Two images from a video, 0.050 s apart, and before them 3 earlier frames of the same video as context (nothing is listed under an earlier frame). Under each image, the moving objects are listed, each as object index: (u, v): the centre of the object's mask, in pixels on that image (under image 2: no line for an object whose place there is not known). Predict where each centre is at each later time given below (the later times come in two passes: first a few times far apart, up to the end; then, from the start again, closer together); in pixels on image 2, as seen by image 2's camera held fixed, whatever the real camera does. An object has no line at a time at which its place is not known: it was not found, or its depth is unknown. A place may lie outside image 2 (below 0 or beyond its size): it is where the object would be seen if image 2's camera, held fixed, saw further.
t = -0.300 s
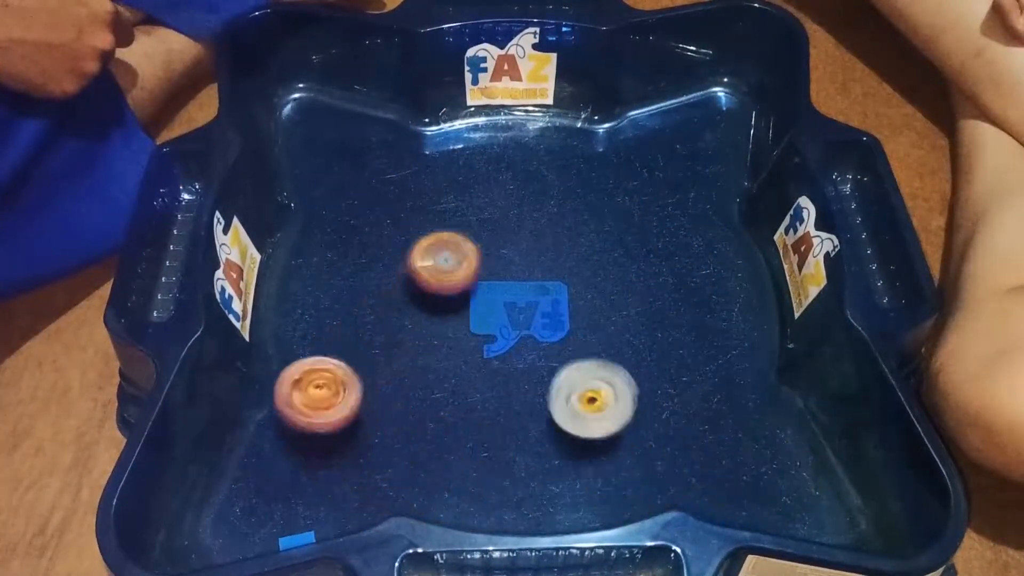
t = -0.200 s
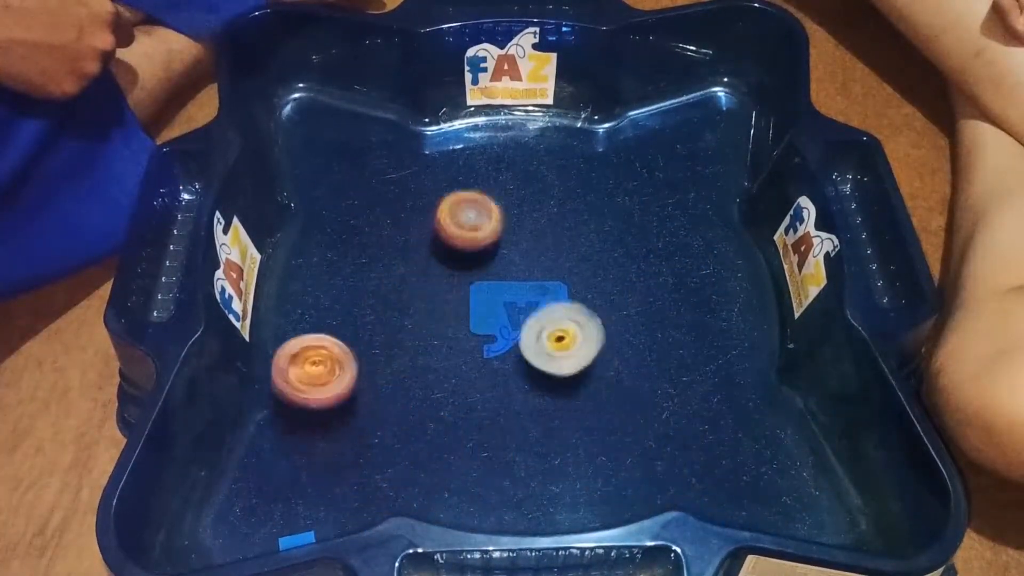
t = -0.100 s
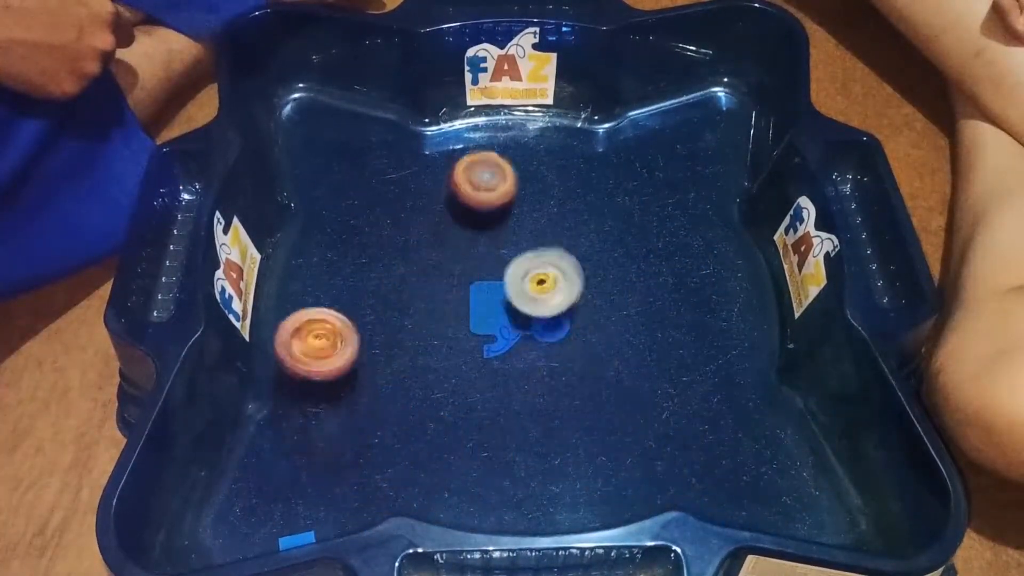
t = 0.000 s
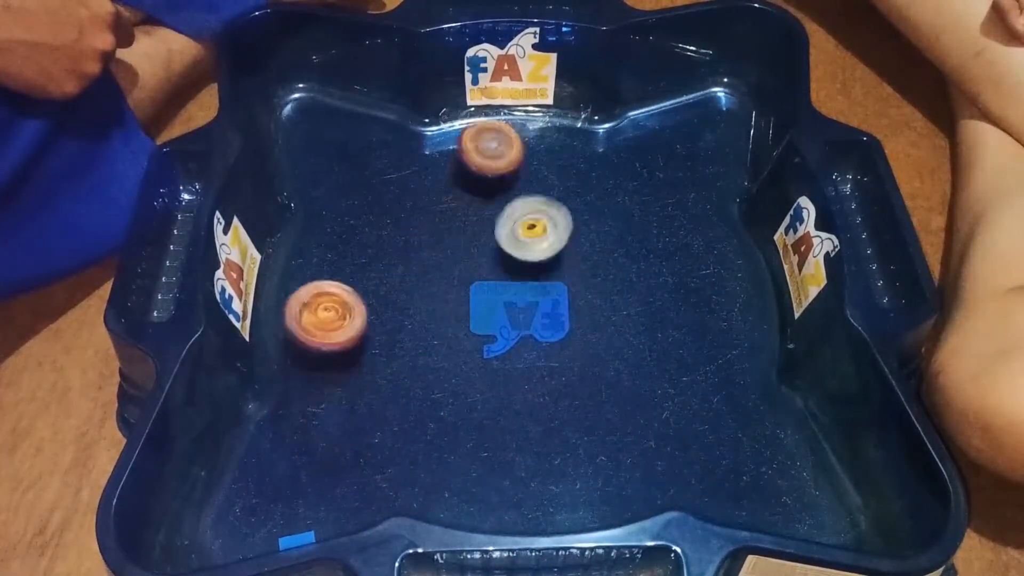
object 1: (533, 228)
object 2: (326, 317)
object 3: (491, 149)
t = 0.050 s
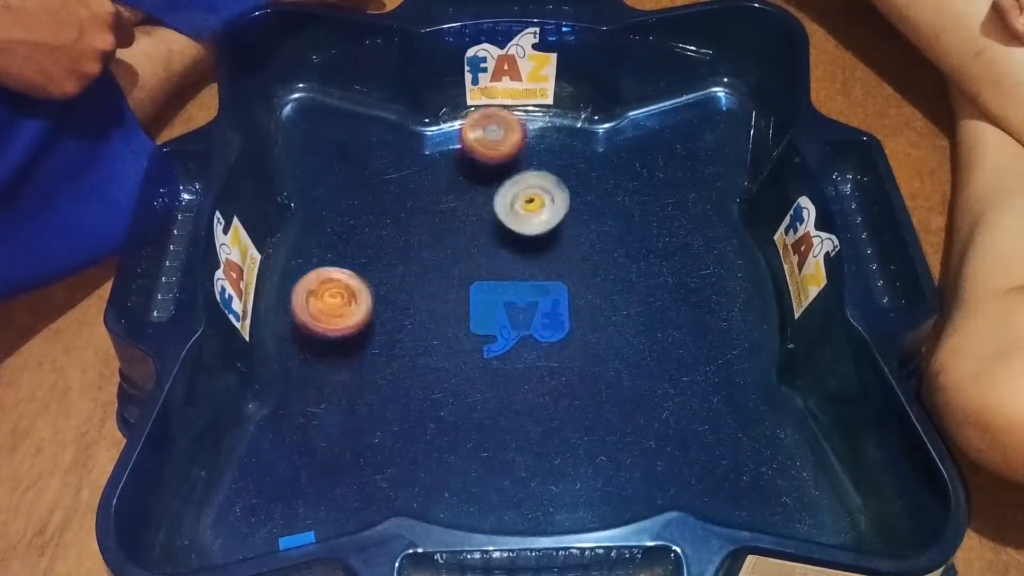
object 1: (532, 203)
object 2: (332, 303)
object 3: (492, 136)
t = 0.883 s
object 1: (546, 315)
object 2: (762, 405)
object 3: (636, 199)
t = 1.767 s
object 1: (506, 229)
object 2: (390, 212)
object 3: (645, 118)
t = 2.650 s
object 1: (447, 345)
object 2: (421, 251)
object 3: (651, 287)
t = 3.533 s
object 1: (530, 171)
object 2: (426, 252)
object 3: (640, 356)
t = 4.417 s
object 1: (463, 133)
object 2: (428, 244)
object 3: (593, 370)
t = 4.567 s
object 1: (473, 147)
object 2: (430, 237)
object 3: (587, 360)
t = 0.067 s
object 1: (531, 195)
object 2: (334, 299)
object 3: (493, 133)
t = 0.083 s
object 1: (531, 187)
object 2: (337, 294)
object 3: (493, 129)
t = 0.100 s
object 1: (532, 179)
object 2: (338, 289)
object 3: (493, 125)
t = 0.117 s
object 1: (532, 171)
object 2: (341, 286)
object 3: (493, 121)
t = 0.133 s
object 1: (533, 164)
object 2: (344, 280)
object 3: (492, 119)
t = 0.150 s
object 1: (537, 158)
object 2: (345, 276)
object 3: (491, 115)
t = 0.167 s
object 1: (543, 157)
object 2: (348, 274)
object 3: (485, 111)
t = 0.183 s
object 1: (550, 155)
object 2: (352, 268)
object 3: (480, 116)
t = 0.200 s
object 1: (557, 152)
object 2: (353, 264)
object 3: (472, 124)
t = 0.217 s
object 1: (563, 151)
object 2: (357, 261)
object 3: (466, 129)
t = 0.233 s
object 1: (570, 149)
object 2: (361, 255)
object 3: (460, 135)
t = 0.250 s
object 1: (577, 148)
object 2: (362, 252)
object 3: (455, 142)
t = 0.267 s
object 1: (584, 147)
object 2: (366, 247)
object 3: (450, 149)
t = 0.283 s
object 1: (592, 147)
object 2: (369, 242)
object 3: (446, 155)
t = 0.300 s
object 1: (598, 147)
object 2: (371, 239)
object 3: (441, 162)
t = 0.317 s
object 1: (605, 148)
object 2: (376, 236)
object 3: (436, 168)
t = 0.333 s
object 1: (612, 149)
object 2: (380, 231)
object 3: (433, 175)
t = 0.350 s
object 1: (618, 152)
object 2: (380, 230)
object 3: (433, 182)
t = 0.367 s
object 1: (624, 154)
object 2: (351, 240)
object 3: (458, 176)
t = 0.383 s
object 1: (630, 157)
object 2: (321, 250)
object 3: (486, 171)
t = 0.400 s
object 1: (635, 161)
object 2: (294, 260)
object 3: (513, 159)
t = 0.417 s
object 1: (642, 164)
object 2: (281, 277)
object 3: (542, 150)
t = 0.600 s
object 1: (660, 230)
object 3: (732, 72)
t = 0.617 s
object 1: (657, 237)
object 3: (725, 73)
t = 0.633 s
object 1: (653, 243)
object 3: (722, 80)
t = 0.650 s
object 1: (650, 250)
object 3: (713, 89)
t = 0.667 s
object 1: (644, 257)
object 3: (707, 101)
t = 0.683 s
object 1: (641, 263)
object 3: (703, 106)
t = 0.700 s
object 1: (635, 268)
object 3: (696, 112)
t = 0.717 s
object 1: (629, 274)
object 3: (691, 122)
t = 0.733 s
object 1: (623, 280)
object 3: (685, 129)
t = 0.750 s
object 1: (615, 286)
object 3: (679, 137)
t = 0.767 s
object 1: (608, 291)
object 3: (675, 145)
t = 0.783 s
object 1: (601, 296)
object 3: (668, 152)
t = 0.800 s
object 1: (592, 299)
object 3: (664, 161)
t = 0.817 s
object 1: (584, 303)
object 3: (657, 167)
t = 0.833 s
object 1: (575, 307)
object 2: (794, 410)
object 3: (650, 175)
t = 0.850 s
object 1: (565, 309)
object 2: (789, 404)
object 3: (647, 183)
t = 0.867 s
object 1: (556, 313)
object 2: (775, 406)
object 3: (639, 191)
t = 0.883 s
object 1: (546, 315)
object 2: (762, 405)
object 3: (636, 199)
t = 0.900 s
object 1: (537, 317)
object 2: (748, 406)
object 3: (629, 207)
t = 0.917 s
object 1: (526, 319)
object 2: (738, 404)
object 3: (625, 215)
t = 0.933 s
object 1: (516, 320)
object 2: (723, 404)
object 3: (622, 221)
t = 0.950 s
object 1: (506, 321)
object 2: (712, 405)
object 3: (616, 230)
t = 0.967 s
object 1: (495, 321)
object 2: (701, 402)
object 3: (614, 238)
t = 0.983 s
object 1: (486, 320)
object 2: (687, 402)
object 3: (608, 245)
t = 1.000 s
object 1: (475, 320)
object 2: (678, 401)
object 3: (605, 252)
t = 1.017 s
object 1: (465, 319)
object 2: (668, 399)
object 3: (602, 259)
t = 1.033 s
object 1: (456, 316)
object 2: (659, 399)
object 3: (599, 266)
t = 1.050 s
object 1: (447, 315)
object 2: (647, 396)
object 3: (598, 274)
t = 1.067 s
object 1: (438, 312)
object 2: (639, 395)
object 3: (594, 281)
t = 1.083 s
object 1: (430, 309)
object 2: (632, 393)
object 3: (592, 289)
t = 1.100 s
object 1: (421, 306)
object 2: (620, 393)
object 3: (591, 296)
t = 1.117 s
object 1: (415, 302)
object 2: (614, 391)
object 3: (590, 304)
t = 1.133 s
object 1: (408, 299)
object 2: (607, 389)
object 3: (591, 310)
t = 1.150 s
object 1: (402, 294)
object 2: (599, 388)
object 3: (589, 318)
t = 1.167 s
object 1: (397, 290)
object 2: (579, 402)
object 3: (594, 317)
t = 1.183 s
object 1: (391, 285)
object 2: (552, 426)
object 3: (611, 300)
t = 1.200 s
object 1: (388, 280)
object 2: (525, 448)
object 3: (622, 291)
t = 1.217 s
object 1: (383, 275)
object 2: (492, 473)
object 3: (635, 279)
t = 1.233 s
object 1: (380, 269)
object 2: (463, 490)
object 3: (648, 263)
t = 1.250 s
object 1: (377, 264)
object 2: (445, 496)
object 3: (661, 250)
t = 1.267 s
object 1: (374, 257)
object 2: (430, 492)
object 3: (669, 240)
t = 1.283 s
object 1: (373, 251)
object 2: (415, 485)
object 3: (678, 227)
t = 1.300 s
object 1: (370, 245)
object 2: (402, 473)
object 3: (691, 218)
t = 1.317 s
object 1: (370, 239)
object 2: (392, 464)
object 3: (699, 208)
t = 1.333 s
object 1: (368, 233)
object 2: (381, 454)
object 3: (705, 200)
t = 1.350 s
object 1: (369, 228)
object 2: (370, 442)
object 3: (712, 193)
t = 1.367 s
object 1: (370, 223)
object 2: (363, 427)
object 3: (718, 185)
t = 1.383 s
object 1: (371, 217)
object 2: (359, 407)
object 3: (722, 178)
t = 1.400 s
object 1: (375, 213)
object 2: (355, 389)
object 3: (722, 173)
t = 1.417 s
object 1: (377, 210)
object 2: (353, 375)
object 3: (721, 165)
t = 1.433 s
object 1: (382, 207)
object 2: (349, 364)
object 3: (720, 159)
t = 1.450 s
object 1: (387, 204)
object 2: (345, 355)
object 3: (717, 150)
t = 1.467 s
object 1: (392, 202)
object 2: (341, 347)
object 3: (714, 145)
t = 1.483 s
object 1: (399, 200)
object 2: (340, 335)
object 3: (713, 142)
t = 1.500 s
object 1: (404, 198)
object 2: (339, 322)
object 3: (709, 137)
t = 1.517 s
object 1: (410, 197)
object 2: (337, 312)
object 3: (705, 132)
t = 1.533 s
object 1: (416, 197)
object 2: (335, 303)
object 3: (702, 130)
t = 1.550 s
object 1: (422, 197)
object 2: (335, 291)
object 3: (699, 129)
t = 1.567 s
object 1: (429, 197)
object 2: (337, 278)
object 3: (694, 124)
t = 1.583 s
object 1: (435, 197)
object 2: (339, 268)
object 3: (691, 124)
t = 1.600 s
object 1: (443, 198)
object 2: (343, 257)
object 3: (687, 125)
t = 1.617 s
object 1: (449, 200)
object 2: (347, 248)
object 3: (683, 121)
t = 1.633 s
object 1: (457, 201)
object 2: (351, 241)
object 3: (678, 119)
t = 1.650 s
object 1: (464, 204)
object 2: (356, 235)
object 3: (672, 121)
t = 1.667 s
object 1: (471, 206)
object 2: (361, 231)
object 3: (671, 118)
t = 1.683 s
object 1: (477, 209)
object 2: (368, 228)
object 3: (666, 117)
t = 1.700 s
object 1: (483, 212)
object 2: (372, 223)
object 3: (660, 117)
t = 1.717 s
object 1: (490, 215)
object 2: (376, 220)
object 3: (658, 116)
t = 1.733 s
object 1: (494, 220)
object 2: (381, 216)
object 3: (653, 118)
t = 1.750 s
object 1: (501, 224)
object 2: (385, 214)
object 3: (647, 117)
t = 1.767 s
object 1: (506, 229)
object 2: (390, 212)
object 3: (645, 118)
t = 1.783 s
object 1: (511, 233)
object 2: (395, 211)
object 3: (641, 119)
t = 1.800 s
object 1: (517, 239)
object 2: (399, 210)
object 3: (636, 118)
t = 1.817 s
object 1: (521, 243)
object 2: (404, 209)
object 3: (633, 121)
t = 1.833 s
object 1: (526, 248)
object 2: (409, 209)
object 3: (629, 121)
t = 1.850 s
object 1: (529, 254)
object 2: (414, 208)
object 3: (624, 122)
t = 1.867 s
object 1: (534, 259)
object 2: (419, 207)
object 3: (621, 124)
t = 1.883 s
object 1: (537, 265)
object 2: (425, 206)
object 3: (618, 127)
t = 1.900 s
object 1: (540, 271)
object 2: (431, 207)
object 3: (616, 127)
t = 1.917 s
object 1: (543, 278)
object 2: (436, 208)
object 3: (612, 130)
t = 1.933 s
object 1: (544, 284)
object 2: (441, 209)
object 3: (609, 133)
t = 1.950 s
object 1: (546, 290)
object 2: (447, 210)
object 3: (608, 135)
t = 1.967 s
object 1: (547, 296)
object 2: (452, 213)
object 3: (605, 137)
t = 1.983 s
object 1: (550, 303)
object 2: (456, 214)
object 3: (601, 142)
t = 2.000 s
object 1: (550, 309)
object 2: (461, 215)
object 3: (600, 144)
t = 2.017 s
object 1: (551, 316)
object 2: (467, 215)
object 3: (596, 149)
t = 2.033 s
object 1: (551, 324)
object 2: (473, 215)
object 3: (591, 153)
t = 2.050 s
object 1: (551, 329)
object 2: (479, 216)
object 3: (590, 157)
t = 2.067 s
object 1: (551, 335)
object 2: (484, 218)
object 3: (587, 161)
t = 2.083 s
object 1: (549, 341)
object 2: (490, 218)
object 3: (582, 165)
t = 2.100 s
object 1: (548, 348)
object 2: (495, 219)
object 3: (580, 169)
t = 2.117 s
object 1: (546, 353)
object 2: (500, 220)
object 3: (578, 174)
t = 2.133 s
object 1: (544, 359)
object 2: (505, 221)
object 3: (573, 178)
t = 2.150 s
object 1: (540, 365)
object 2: (510, 220)
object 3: (570, 183)
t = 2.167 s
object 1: (538, 370)
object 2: (511, 220)
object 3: (572, 188)
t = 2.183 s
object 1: (535, 375)
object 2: (504, 217)
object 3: (579, 191)
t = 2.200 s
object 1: (531, 379)
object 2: (494, 215)
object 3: (592, 196)
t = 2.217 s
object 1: (528, 383)
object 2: (483, 218)
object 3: (601, 199)
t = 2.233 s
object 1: (523, 386)
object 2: (473, 219)
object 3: (607, 206)
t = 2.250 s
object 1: (519, 390)
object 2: (465, 220)
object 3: (617, 205)
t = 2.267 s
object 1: (513, 393)
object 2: (458, 221)
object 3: (625, 212)
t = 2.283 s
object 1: (509, 395)
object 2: (453, 224)
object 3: (633, 215)
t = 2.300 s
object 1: (503, 398)
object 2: (449, 226)
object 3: (636, 219)
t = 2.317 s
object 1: (499, 399)
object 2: (445, 228)
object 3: (644, 224)
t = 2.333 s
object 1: (493, 401)
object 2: (442, 229)
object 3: (647, 228)
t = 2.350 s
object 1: (489, 401)
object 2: (440, 229)
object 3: (651, 234)
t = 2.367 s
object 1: (483, 402)
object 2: (437, 231)
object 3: (654, 235)
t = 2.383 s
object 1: (479, 401)
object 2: (435, 232)
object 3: (657, 239)
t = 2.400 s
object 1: (474, 401)
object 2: (434, 233)
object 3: (660, 243)
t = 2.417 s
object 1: (469, 399)
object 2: (433, 234)
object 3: (659, 248)
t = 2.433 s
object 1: (465, 398)
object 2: (433, 236)
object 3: (662, 250)
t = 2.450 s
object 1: (460, 395)
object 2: (432, 237)
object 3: (661, 256)
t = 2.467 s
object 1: (458, 392)
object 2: (432, 238)
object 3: (664, 258)
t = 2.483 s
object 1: (454, 389)
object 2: (431, 240)
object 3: (661, 264)
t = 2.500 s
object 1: (451, 386)
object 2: (431, 241)
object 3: (662, 267)
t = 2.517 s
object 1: (448, 382)
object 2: (430, 242)
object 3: (661, 269)
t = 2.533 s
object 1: (447, 378)
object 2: (429, 243)
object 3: (660, 273)
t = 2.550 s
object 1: (444, 373)
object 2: (428, 244)
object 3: (659, 276)
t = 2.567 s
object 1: (444, 369)
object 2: (427, 245)
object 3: (657, 280)
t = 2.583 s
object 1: (443, 364)
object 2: (426, 246)
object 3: (657, 279)
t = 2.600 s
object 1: (445, 359)
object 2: (425, 248)
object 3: (653, 283)
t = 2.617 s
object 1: (444, 354)
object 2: (423, 250)
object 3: (653, 286)
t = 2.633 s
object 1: (446, 349)
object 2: (422, 251)
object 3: (650, 288)
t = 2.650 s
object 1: (447, 345)
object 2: (421, 251)
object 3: (651, 287)
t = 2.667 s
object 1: (451, 339)
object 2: (420, 252)
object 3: (647, 289)
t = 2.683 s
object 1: (452, 335)
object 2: (420, 252)
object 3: (646, 293)
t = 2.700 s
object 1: (455, 331)
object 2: (420, 252)
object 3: (643, 294)
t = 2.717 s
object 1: (457, 327)
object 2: (421, 252)
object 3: (644, 294)
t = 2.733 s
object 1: (462, 323)
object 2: (422, 251)
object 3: (640, 295)
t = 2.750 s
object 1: (465, 320)
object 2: (424, 251)
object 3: (639, 298)
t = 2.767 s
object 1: (470, 315)
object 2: (425, 251)
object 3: (636, 299)
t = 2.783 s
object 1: (474, 312)
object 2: (426, 250)
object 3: (637, 302)
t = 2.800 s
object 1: (479, 308)
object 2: (427, 249)
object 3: (633, 302)
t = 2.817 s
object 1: (483, 305)
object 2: (427, 248)
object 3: (632, 304)
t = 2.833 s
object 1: (488, 302)
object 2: (427, 247)
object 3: (629, 306)
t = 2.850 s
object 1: (494, 300)
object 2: (427, 248)
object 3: (628, 309)
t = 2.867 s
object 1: (499, 296)
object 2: (428, 247)
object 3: (625, 307)
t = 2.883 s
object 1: (505, 294)
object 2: (428, 247)
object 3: (624, 309)
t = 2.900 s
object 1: (510, 291)
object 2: (428, 247)
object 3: (619, 312)
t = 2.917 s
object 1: (516, 290)
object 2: (428, 247)
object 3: (616, 315)
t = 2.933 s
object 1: (522, 287)
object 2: (428, 247)
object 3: (612, 314)
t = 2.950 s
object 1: (528, 285)
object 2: (428, 247)
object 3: (612, 316)
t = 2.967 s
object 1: (534, 283)
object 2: (429, 246)
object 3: (606, 319)
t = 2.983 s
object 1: (537, 282)
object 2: (429, 247)
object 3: (607, 323)
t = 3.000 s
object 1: (536, 277)
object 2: (429, 247)
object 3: (610, 325)
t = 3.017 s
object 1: (531, 272)
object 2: (429, 247)
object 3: (616, 328)
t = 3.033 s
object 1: (529, 266)
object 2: (428, 246)
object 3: (620, 333)
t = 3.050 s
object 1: (525, 261)
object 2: (429, 247)
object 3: (623, 339)
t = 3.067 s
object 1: (522, 256)
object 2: (429, 247)
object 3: (625, 342)
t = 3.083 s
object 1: (518, 251)
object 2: (429, 247)
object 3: (630, 343)
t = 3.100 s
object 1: (516, 246)
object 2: (429, 246)
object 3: (633, 346)
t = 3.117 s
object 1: (513, 240)
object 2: (429, 246)
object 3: (636, 350)
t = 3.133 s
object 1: (511, 235)
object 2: (429, 246)
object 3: (638, 350)
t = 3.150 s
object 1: (508, 230)
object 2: (429, 246)
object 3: (642, 352)
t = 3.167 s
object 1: (507, 225)
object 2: (429, 247)
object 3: (644, 358)
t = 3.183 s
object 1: (505, 220)
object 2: (429, 247)
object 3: (645, 360)
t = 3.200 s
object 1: (504, 215)
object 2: (429, 247)
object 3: (645, 360)
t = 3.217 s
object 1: (503, 210)
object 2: (429, 247)
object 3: (647, 359)
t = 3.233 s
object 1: (503, 206)
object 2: (429, 247)
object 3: (648, 361)
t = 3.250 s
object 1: (502, 201)
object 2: (429, 247)
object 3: (649, 362)
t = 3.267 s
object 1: (502, 197)
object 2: (429, 247)
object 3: (650, 364)
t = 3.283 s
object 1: (503, 193)
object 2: (429, 247)
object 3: (649, 365)
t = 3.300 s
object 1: (504, 190)
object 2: (429, 247)
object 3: (649, 364)
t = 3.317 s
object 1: (505, 186)
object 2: (429, 247)
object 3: (651, 365)
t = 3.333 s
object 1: (505, 183)
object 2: (429, 247)
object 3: (648, 365)
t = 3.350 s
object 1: (507, 180)
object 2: (429, 247)
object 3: (650, 363)
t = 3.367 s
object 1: (509, 178)
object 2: (429, 247)
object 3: (649, 364)
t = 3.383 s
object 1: (511, 176)
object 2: (429, 247)
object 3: (648, 364)
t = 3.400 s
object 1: (512, 173)
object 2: (429, 248)
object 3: (648, 364)
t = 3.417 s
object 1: (515, 172)
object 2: (428, 248)
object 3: (646, 365)
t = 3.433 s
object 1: (517, 171)
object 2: (428, 248)
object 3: (647, 361)
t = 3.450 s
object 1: (519, 170)
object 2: (428, 248)
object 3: (647, 360)
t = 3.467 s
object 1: (521, 170)
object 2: (428, 249)
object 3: (643, 361)
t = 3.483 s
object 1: (524, 170)
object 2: (428, 249)
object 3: (644, 359)
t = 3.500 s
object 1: (526, 170)
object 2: (427, 250)
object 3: (640, 359)
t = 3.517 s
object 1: (528, 171)
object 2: (427, 251)
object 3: (637, 358)
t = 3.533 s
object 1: (530, 171)
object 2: (426, 252)
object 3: (640, 356)
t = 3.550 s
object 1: (532, 172)
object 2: (425, 252)
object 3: (635, 355)
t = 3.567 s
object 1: (533, 174)
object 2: (425, 252)
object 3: (632, 355)
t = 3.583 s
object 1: (535, 175)
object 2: (425, 252)
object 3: (631, 354)
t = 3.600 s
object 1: (537, 177)
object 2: (425, 252)
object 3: (626, 351)
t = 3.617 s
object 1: (539, 179)
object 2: (426, 252)
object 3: (622, 348)
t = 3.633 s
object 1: (540, 181)
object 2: (426, 252)
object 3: (620, 348)
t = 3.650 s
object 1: (541, 184)
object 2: (427, 251)
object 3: (616, 348)
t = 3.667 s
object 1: (542, 187)
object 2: (428, 251)
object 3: (612, 346)
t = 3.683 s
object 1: (543, 190)
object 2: (428, 251)
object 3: (610, 344)
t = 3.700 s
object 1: (543, 194)
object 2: (428, 250)
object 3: (605, 340)
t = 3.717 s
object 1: (543, 197)
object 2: (428, 250)
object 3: (601, 338)
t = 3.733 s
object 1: (543, 200)
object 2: (428, 250)
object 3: (601, 336)
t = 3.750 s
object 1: (543, 204)
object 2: (428, 251)
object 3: (597, 333)
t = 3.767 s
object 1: (542, 208)
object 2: (428, 251)
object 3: (592, 329)
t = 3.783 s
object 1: (542, 212)
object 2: (427, 251)
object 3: (590, 328)
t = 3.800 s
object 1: (540, 216)
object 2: (427, 252)
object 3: (586, 326)
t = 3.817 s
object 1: (539, 219)
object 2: (426, 253)
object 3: (580, 320)
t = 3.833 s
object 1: (538, 223)
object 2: (426, 253)
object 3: (578, 316)
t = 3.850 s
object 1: (536, 228)
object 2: (426, 253)
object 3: (576, 316)
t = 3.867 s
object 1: (534, 232)
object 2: (427, 253)
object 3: (571, 314)
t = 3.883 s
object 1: (533, 237)
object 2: (427, 252)
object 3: (565, 312)
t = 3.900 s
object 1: (530, 240)
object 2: (428, 252)
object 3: (563, 311)
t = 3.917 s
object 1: (519, 236)
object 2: (428, 252)
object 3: (570, 318)
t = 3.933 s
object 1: (511, 230)
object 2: (428, 252)
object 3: (574, 322)
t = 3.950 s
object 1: (501, 226)
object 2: (428, 252)
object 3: (576, 327)
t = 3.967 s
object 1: (496, 220)
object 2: (425, 252)
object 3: (578, 332)
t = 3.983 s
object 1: (492, 215)
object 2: (422, 254)
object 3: (583, 337)
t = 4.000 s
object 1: (487, 209)
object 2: (421, 254)
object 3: (587, 343)
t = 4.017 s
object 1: (485, 204)
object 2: (419, 255)
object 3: (592, 347)
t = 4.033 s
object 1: (481, 199)
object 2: (418, 256)
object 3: (597, 352)
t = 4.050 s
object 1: (478, 195)
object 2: (417, 256)
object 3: (598, 357)
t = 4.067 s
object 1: (476, 190)
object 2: (417, 256)
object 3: (598, 361)
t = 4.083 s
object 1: (473, 185)
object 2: (417, 256)
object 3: (599, 361)
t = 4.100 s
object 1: (471, 181)
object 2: (418, 256)
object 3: (601, 363)
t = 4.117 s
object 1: (469, 177)
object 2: (418, 255)
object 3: (604, 365)
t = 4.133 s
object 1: (466, 173)
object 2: (420, 254)
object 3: (603, 370)
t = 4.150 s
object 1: (465, 169)
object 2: (422, 254)
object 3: (604, 373)
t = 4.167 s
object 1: (462, 166)
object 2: (423, 253)
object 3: (606, 373)
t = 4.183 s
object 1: (462, 162)
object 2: (424, 253)
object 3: (606, 373)
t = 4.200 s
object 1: (460, 159)
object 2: (424, 252)
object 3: (607, 374)
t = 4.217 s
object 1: (458, 157)
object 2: (425, 251)
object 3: (607, 377)
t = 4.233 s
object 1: (458, 155)
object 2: (425, 250)
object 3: (609, 375)
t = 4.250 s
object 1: (457, 152)
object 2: (426, 249)
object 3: (609, 375)
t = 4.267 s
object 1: (456, 146)
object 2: (426, 249)
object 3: (610, 375)
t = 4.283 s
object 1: (456, 142)
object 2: (426, 248)
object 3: (608, 376)
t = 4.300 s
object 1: (455, 140)
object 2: (427, 248)
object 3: (606, 377)
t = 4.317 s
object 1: (456, 138)
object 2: (427, 247)
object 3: (604, 376)
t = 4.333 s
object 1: (457, 136)
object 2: (427, 247)
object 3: (602, 374)
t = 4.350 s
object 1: (457, 134)
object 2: (427, 246)
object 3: (600, 372)
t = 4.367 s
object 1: (459, 134)
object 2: (428, 246)
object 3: (598, 371)
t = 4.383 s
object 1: (459, 133)
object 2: (428, 245)
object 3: (597, 370)
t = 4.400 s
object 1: (461, 133)
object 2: (428, 245)
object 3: (595, 370)
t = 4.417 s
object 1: (463, 133)
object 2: (428, 244)
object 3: (593, 370)
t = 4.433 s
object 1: (464, 133)
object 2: (428, 244)
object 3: (592, 369)
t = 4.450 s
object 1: (465, 135)
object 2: (429, 243)
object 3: (590, 366)
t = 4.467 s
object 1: (468, 135)
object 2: (429, 242)
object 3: (589, 365)
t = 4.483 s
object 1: (468, 137)
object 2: (429, 242)
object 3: (589, 364)
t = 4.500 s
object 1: (470, 138)
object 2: (430, 241)
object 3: (588, 363)
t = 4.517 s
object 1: (471, 140)
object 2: (430, 240)
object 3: (588, 364)
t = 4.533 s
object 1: (471, 142)
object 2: (431, 239)
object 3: (587, 363)
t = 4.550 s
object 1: (474, 144)
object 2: (430, 238)
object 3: (587, 361)
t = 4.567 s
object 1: (473, 147)
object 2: (430, 237)
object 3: (587, 360)
